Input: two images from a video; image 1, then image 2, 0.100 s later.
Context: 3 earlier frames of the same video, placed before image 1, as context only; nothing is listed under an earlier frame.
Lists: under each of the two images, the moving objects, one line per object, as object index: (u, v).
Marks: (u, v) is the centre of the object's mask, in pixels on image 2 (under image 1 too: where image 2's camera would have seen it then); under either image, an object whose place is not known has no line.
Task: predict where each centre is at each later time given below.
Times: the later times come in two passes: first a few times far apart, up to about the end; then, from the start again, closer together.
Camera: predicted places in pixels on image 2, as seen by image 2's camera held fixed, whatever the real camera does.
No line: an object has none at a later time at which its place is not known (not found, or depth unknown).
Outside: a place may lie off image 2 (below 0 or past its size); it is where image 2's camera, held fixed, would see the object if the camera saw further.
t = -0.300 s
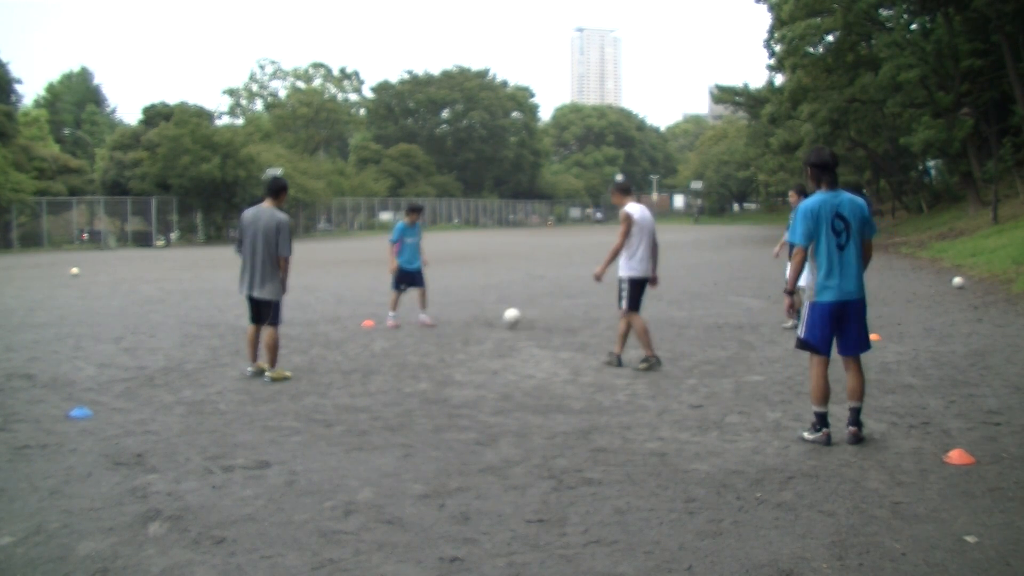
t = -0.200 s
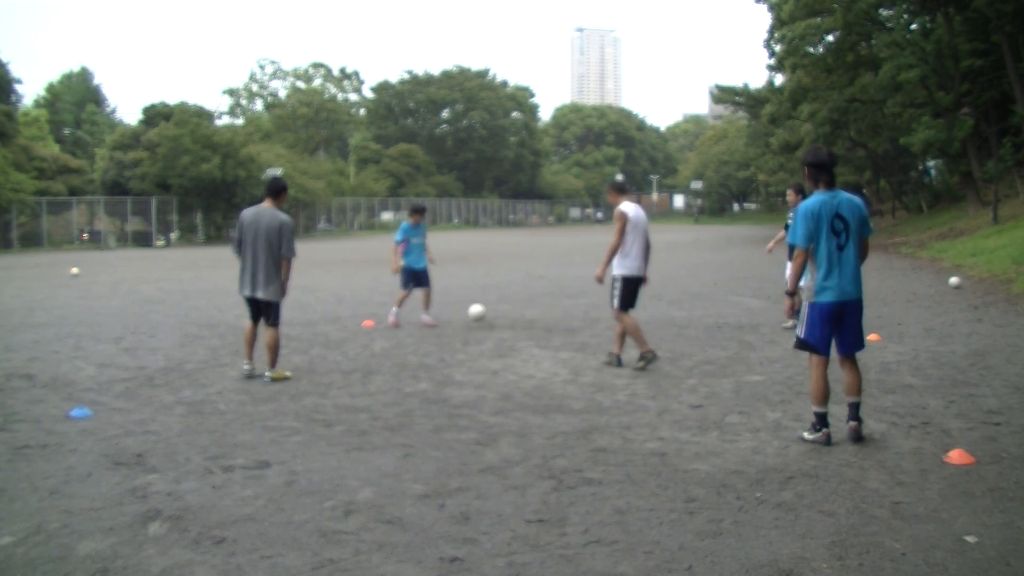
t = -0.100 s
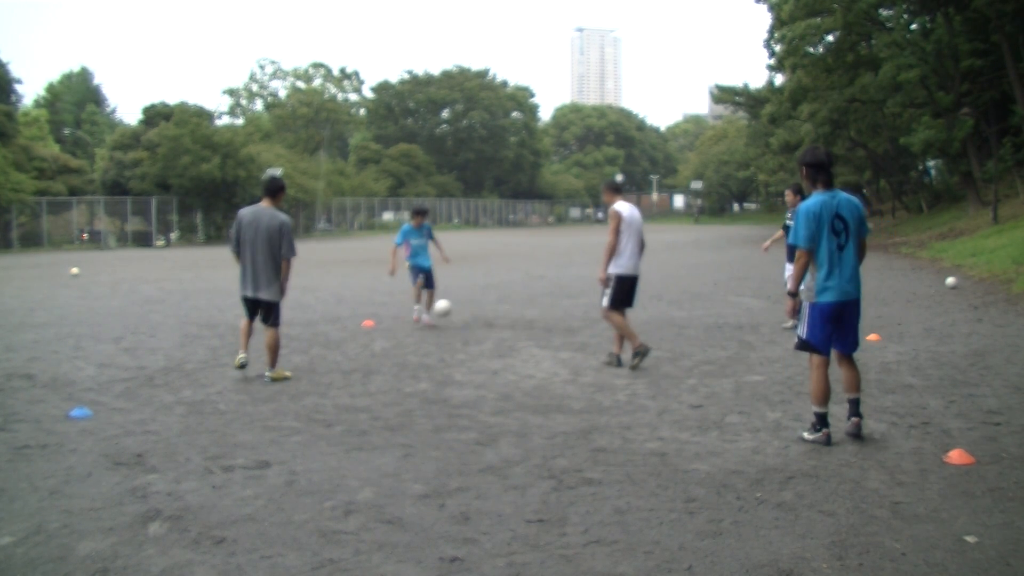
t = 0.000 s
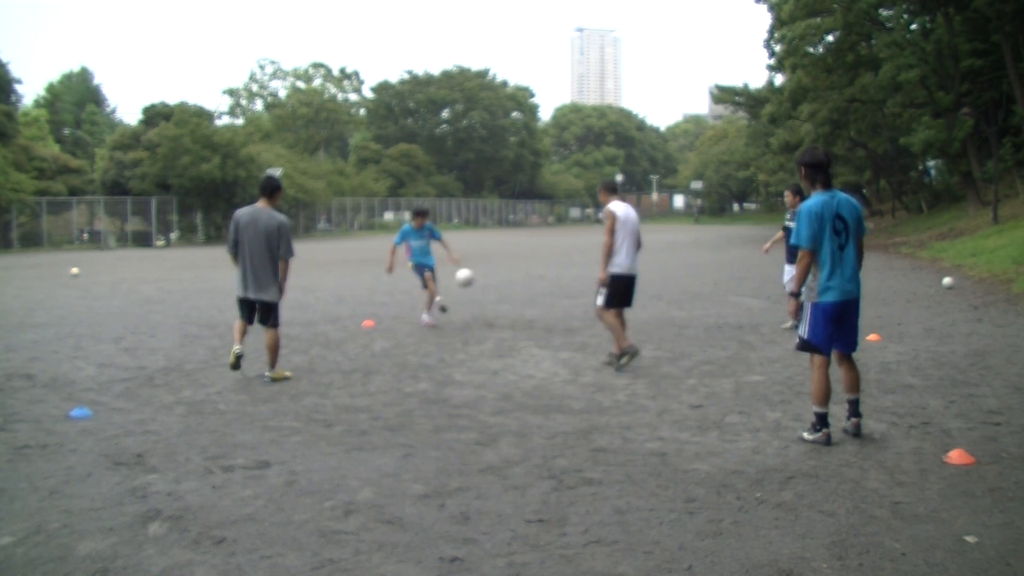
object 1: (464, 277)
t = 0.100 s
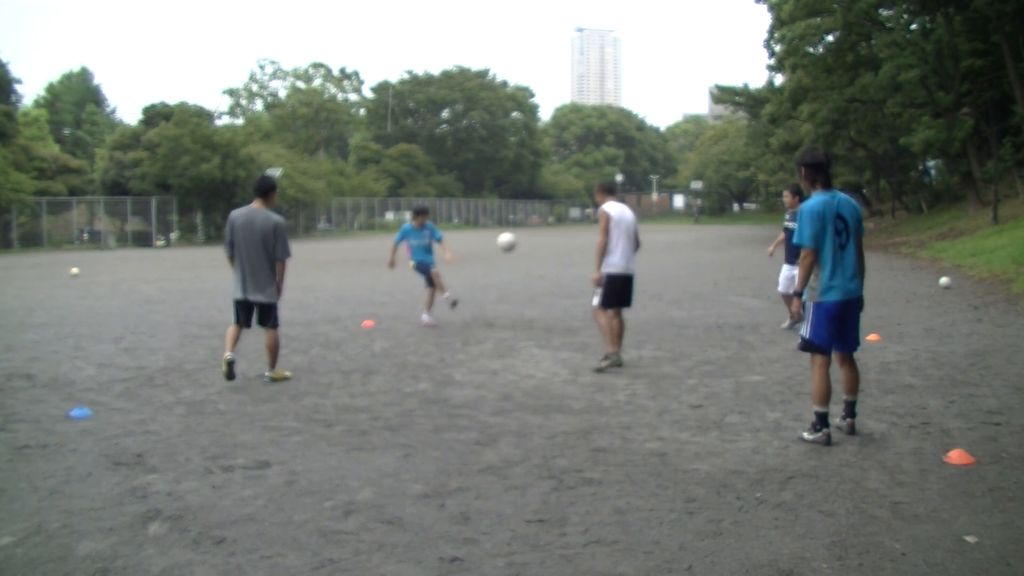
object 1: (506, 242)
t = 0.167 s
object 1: (536, 222)
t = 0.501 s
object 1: (697, 175)
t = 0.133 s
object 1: (521, 232)
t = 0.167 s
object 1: (536, 222)
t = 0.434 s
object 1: (663, 176)
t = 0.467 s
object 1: (680, 176)
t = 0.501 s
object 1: (697, 175)
